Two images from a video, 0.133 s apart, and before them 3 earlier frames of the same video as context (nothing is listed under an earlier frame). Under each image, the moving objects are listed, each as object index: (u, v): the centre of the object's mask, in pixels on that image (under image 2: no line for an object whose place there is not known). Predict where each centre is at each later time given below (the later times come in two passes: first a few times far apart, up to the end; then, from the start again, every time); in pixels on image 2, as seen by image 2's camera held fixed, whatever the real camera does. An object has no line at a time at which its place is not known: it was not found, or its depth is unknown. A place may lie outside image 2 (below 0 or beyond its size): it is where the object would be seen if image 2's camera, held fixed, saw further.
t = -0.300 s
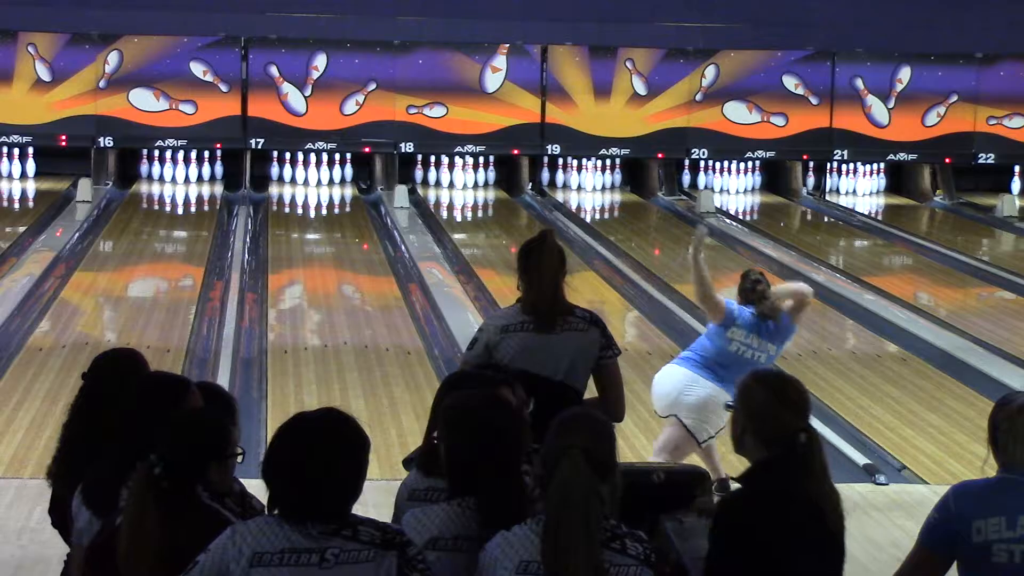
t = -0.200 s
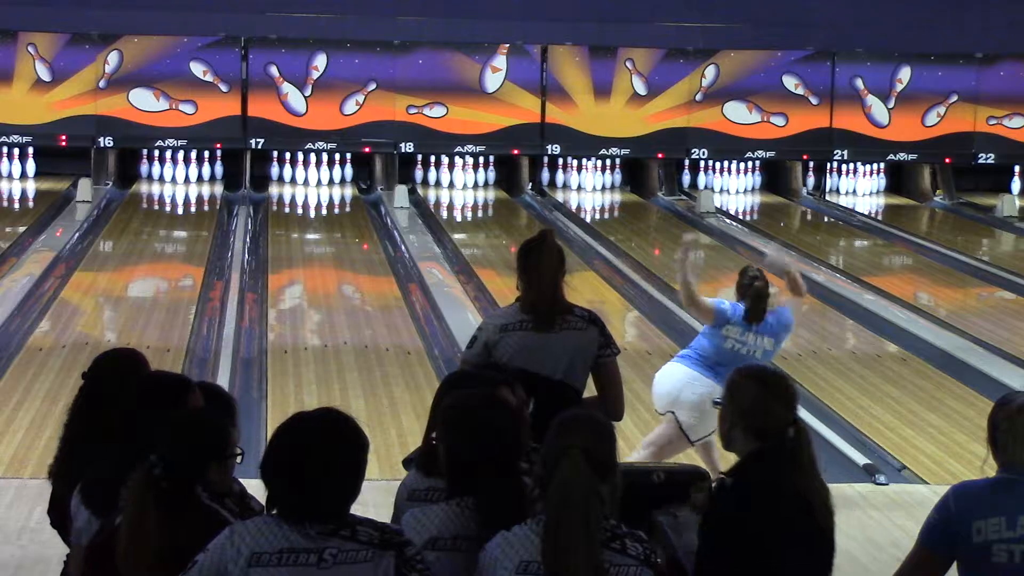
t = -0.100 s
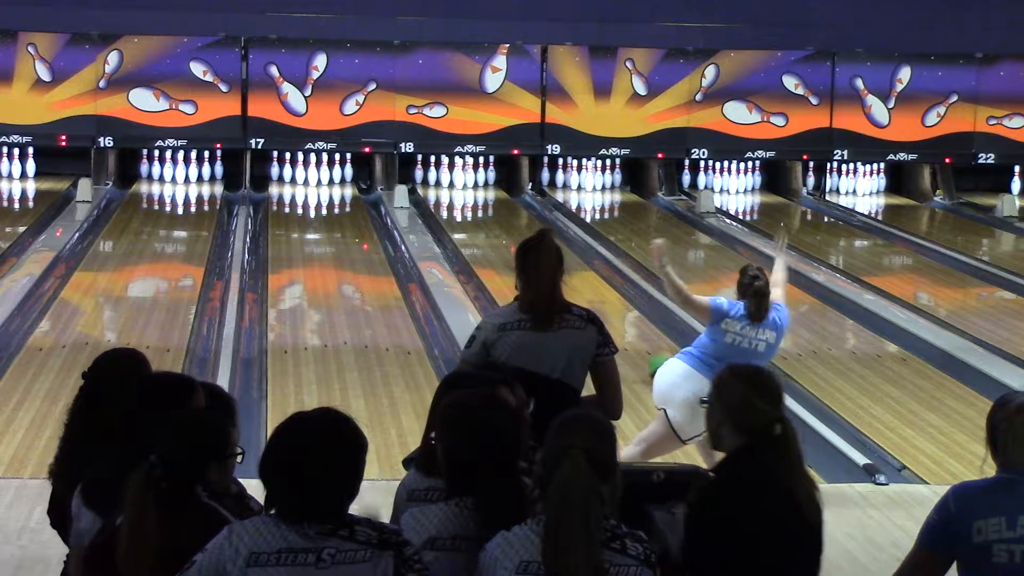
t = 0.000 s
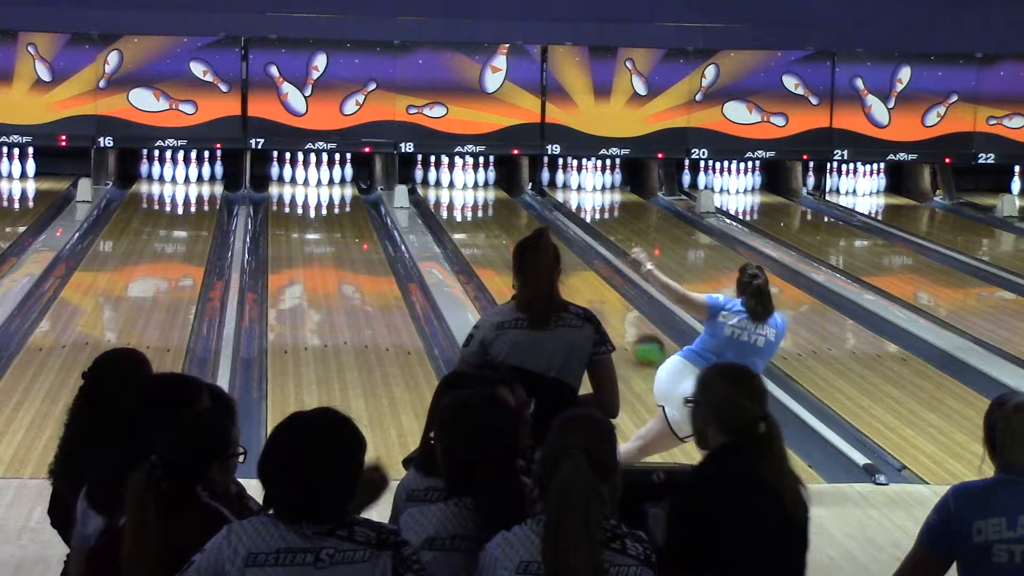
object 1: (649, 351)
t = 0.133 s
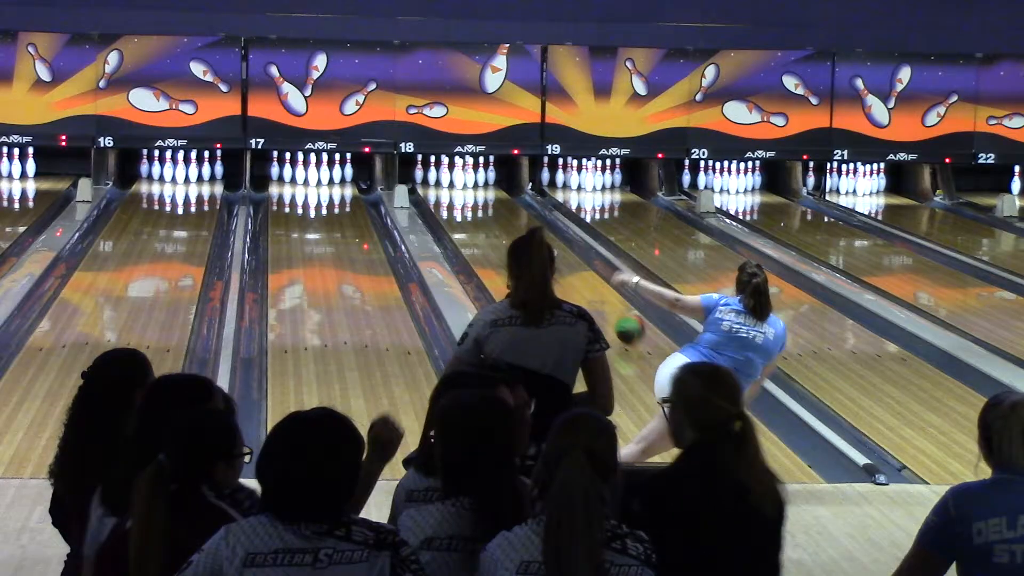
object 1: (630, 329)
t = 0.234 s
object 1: (618, 318)
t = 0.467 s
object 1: (590, 286)
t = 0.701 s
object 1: (569, 264)
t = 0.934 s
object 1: (548, 244)
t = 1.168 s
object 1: (533, 226)
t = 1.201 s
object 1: (529, 218)
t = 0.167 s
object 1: (625, 325)
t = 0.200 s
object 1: (619, 323)
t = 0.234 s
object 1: (618, 318)
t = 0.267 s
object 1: (614, 315)
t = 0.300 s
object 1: (608, 304)
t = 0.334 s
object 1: (605, 302)
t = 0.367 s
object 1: (601, 299)
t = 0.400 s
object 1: (597, 294)
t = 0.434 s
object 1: (594, 290)
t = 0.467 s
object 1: (590, 286)
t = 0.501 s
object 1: (587, 282)
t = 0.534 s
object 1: (585, 278)
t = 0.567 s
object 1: (580, 276)
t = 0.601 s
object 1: (577, 274)
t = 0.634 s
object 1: (572, 270)
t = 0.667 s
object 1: (570, 266)
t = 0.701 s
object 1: (569, 264)
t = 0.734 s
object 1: (566, 260)
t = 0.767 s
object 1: (562, 257)
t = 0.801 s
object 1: (559, 254)
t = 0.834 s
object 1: (558, 249)
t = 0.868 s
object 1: (554, 249)
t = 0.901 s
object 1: (549, 245)
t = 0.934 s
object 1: (548, 244)
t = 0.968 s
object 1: (545, 240)
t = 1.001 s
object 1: (543, 238)
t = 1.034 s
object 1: (540, 234)
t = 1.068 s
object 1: (537, 232)
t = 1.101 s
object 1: (531, 230)
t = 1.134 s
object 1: (533, 227)
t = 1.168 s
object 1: (533, 226)
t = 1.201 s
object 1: (529, 218)
